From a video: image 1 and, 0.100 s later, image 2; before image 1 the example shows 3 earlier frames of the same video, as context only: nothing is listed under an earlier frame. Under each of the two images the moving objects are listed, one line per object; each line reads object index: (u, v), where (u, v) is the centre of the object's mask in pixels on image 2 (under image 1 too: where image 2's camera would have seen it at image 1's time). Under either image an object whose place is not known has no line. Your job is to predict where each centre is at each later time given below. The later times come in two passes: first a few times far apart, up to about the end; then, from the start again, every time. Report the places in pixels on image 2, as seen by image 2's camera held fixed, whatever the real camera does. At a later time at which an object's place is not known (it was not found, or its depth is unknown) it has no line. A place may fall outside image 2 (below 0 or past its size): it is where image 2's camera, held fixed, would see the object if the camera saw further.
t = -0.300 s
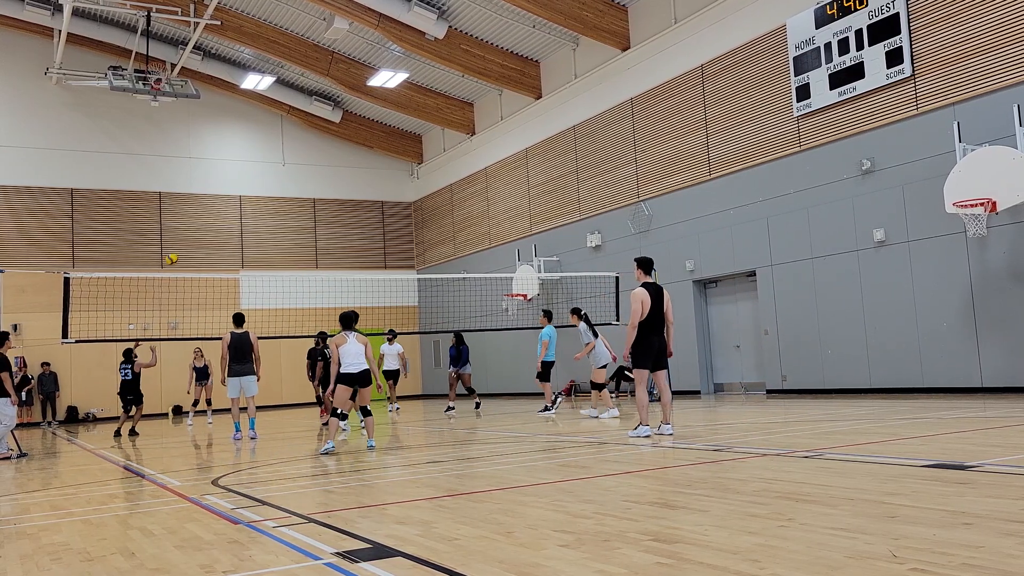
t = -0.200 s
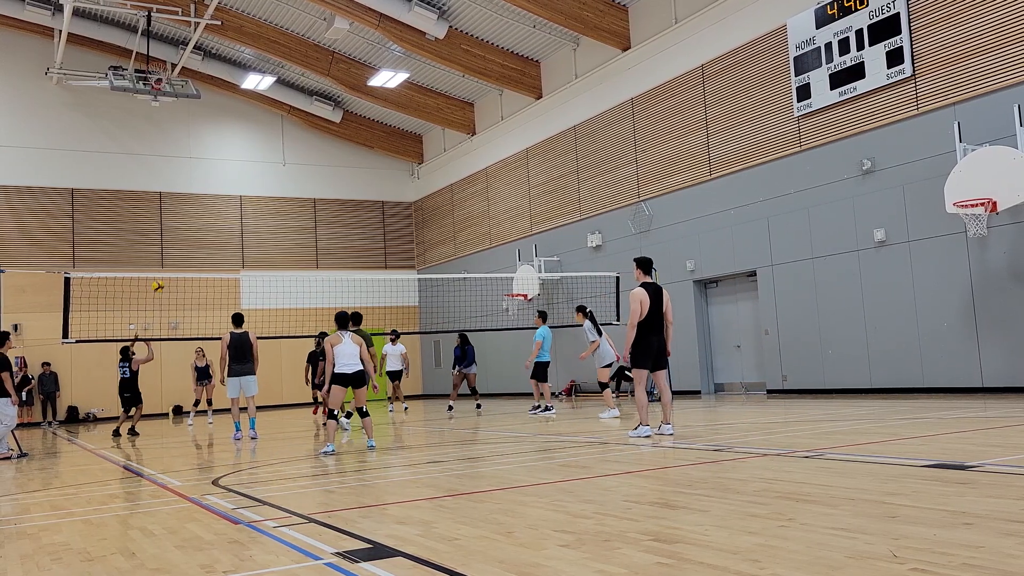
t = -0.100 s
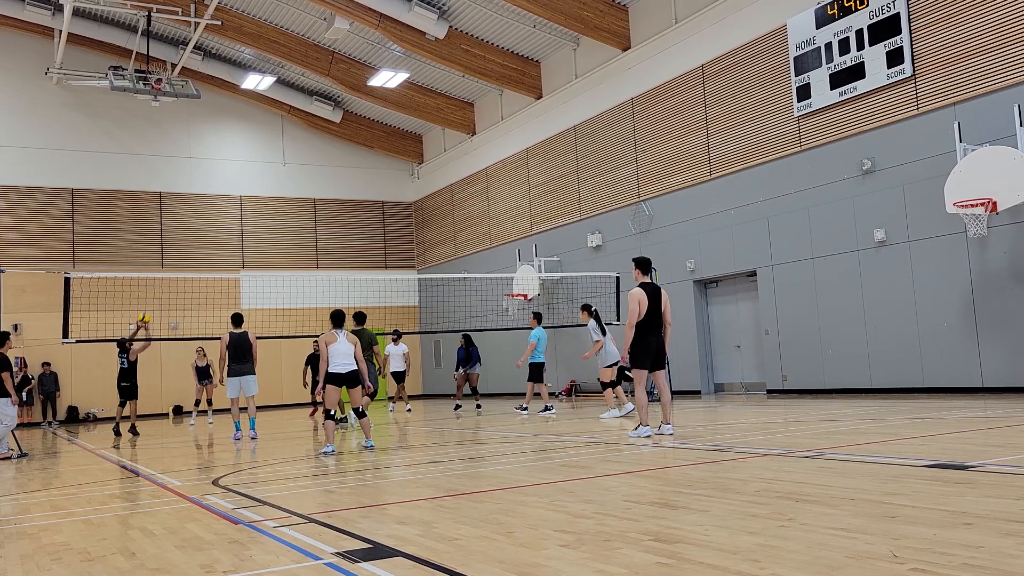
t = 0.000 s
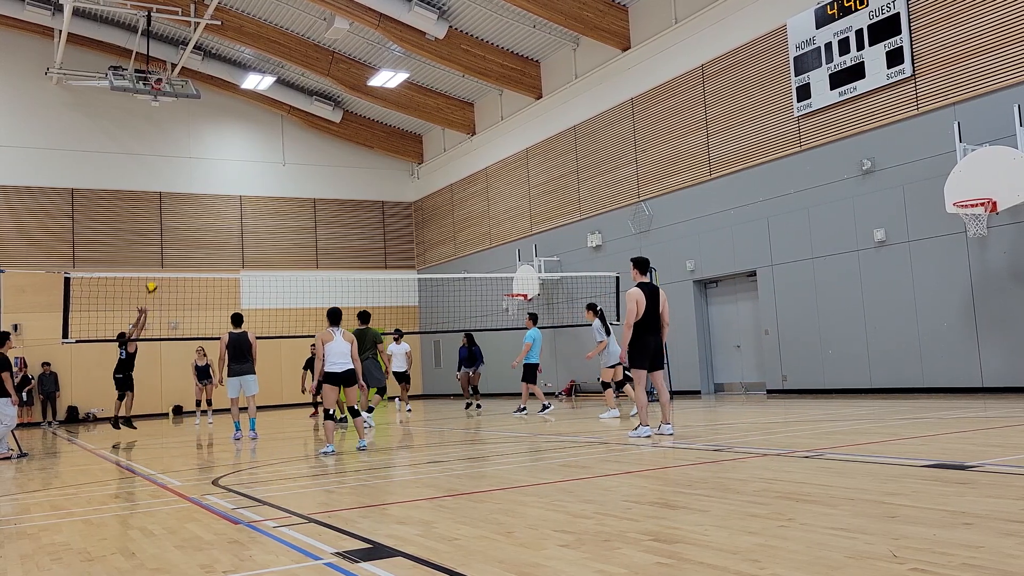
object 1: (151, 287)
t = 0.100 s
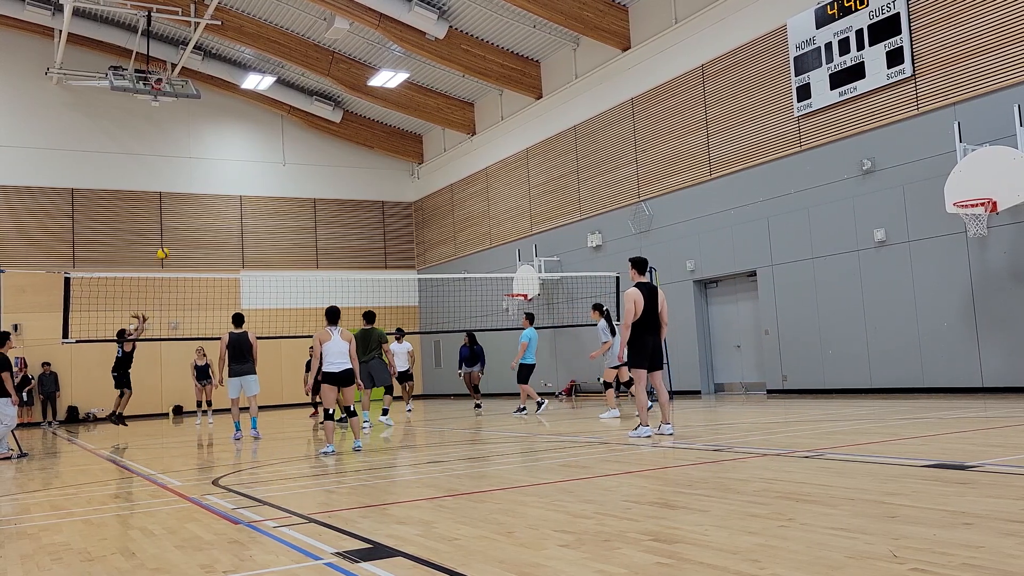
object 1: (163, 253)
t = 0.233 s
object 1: (177, 217)
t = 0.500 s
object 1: (204, 174)
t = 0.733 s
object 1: (227, 168)
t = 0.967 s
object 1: (250, 188)
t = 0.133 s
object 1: (166, 244)
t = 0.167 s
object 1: (170, 234)
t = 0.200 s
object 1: (173, 225)
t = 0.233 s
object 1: (177, 217)
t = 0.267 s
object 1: (180, 210)
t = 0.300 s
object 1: (184, 203)
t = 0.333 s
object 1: (187, 197)
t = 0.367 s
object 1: (191, 191)
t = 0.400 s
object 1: (194, 186)
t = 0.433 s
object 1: (197, 181)
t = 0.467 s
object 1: (201, 177)
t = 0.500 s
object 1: (204, 174)
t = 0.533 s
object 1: (207, 172)
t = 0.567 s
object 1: (211, 170)
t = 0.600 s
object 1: (214, 168)
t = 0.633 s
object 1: (217, 167)
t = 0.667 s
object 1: (221, 167)
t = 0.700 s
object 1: (224, 167)
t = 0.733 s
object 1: (227, 168)
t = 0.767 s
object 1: (231, 169)
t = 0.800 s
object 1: (234, 171)
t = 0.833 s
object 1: (238, 173)
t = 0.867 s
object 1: (241, 176)
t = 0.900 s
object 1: (244, 179)
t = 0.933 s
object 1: (247, 183)
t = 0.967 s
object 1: (250, 188)
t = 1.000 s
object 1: (254, 192)
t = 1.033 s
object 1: (258, 198)
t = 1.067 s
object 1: (261, 204)
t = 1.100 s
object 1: (264, 210)
